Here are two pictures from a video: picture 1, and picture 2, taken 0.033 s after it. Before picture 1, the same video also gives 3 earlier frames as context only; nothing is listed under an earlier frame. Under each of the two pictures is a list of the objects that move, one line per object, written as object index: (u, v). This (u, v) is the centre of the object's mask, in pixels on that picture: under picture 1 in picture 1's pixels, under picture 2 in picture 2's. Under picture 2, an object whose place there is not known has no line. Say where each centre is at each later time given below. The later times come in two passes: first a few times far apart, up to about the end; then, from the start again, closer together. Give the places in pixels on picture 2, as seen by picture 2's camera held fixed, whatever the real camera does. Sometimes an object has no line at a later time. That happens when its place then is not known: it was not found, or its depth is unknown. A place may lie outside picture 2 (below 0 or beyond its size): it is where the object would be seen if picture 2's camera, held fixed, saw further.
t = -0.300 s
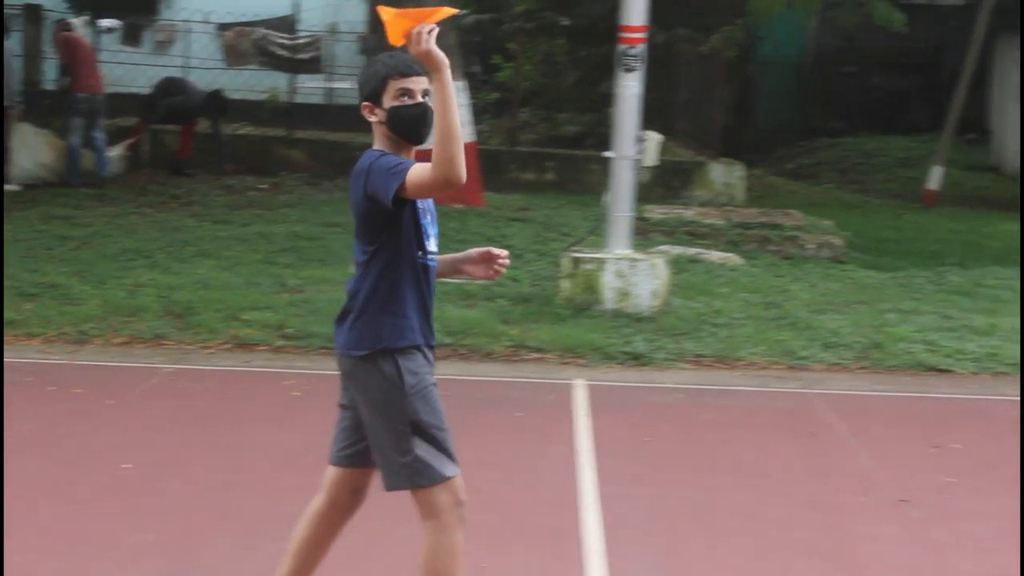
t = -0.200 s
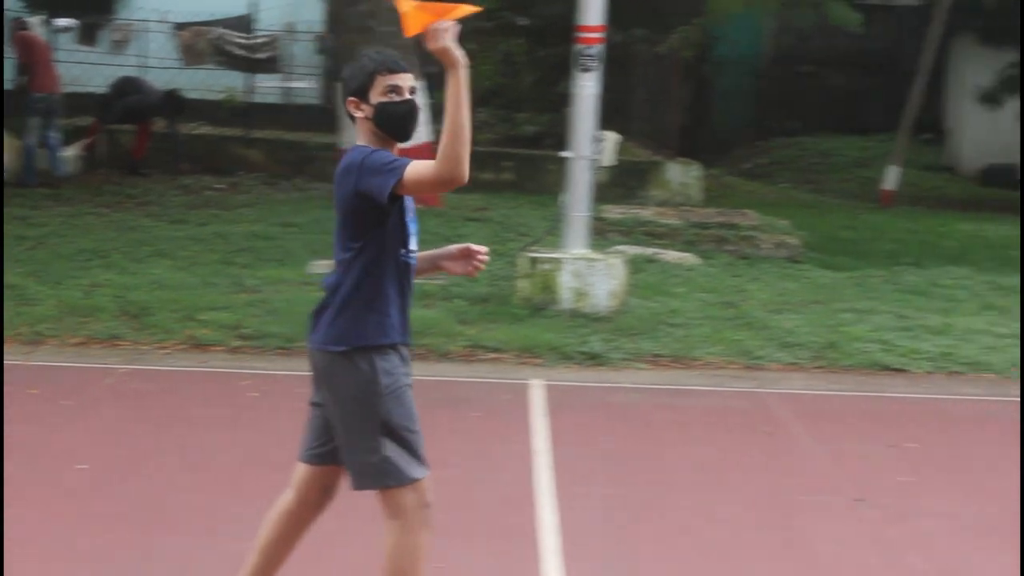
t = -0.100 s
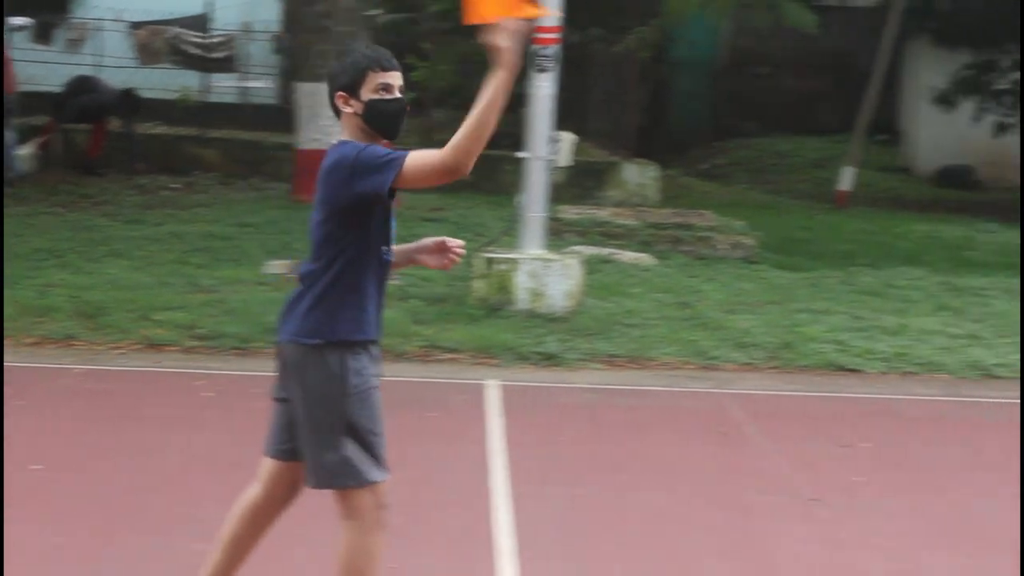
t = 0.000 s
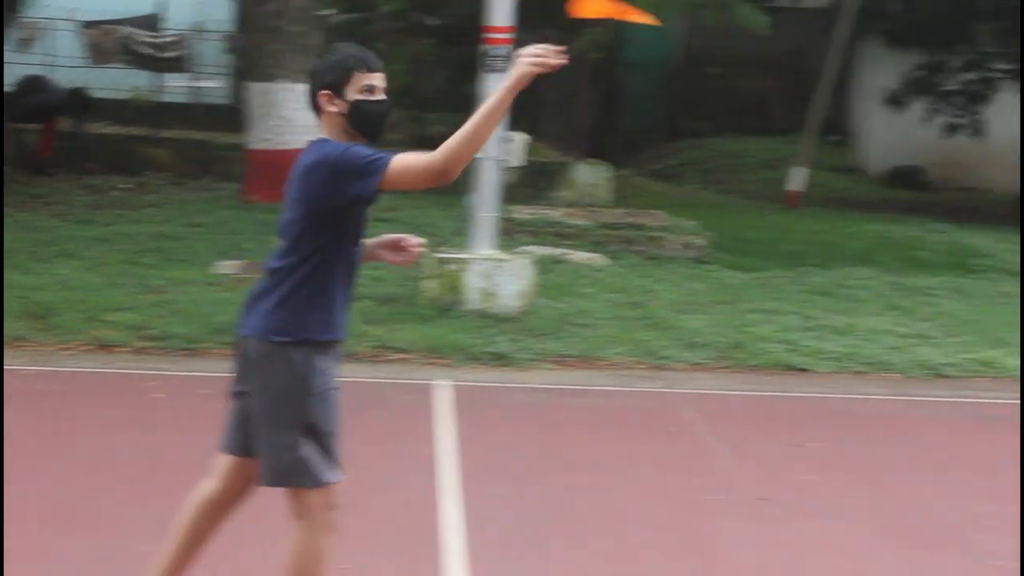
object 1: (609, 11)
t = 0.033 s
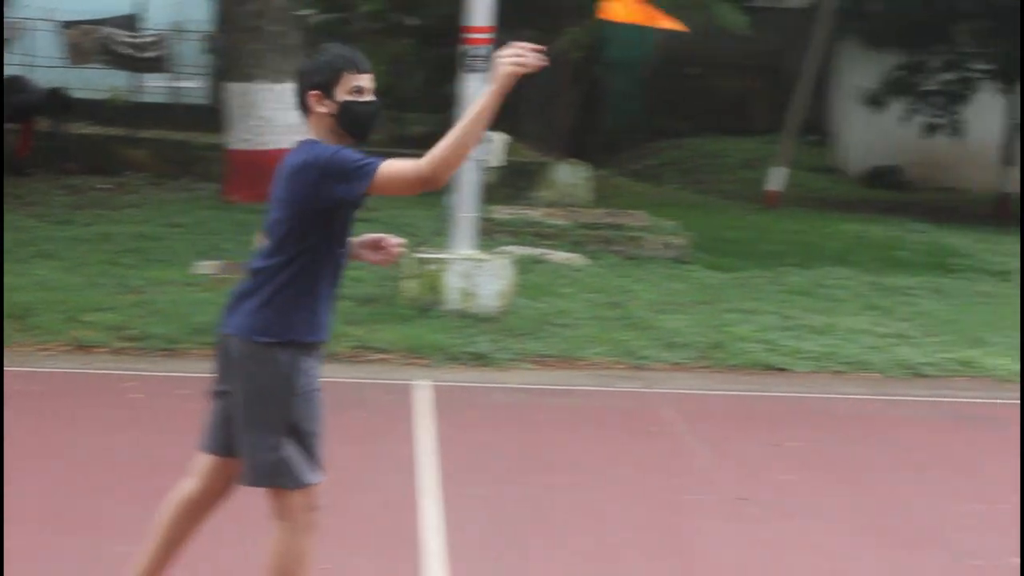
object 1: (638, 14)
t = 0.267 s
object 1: (964, 58)
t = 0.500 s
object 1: (1263, 93)
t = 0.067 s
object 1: (684, 18)
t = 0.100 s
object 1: (731, 22)
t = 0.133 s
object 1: (778, 29)
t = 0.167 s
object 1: (825, 37)
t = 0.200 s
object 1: (872, 45)
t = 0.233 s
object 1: (918, 52)
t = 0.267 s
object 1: (964, 58)
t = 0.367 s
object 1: (1096, 74)
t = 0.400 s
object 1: (1140, 81)
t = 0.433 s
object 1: (1182, 85)
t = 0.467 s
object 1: (1224, 90)
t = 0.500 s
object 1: (1263, 93)
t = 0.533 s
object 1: (1302, 95)
